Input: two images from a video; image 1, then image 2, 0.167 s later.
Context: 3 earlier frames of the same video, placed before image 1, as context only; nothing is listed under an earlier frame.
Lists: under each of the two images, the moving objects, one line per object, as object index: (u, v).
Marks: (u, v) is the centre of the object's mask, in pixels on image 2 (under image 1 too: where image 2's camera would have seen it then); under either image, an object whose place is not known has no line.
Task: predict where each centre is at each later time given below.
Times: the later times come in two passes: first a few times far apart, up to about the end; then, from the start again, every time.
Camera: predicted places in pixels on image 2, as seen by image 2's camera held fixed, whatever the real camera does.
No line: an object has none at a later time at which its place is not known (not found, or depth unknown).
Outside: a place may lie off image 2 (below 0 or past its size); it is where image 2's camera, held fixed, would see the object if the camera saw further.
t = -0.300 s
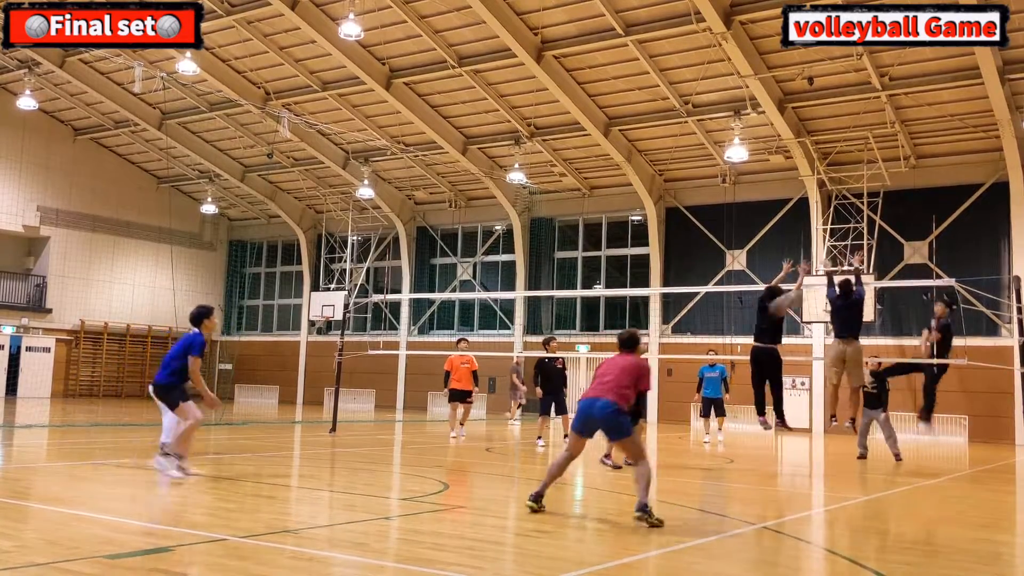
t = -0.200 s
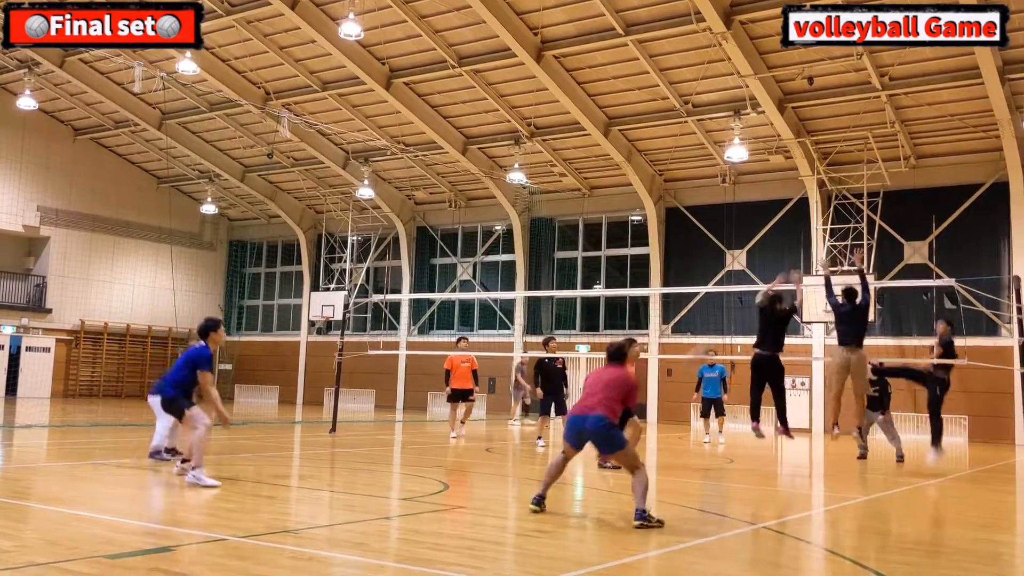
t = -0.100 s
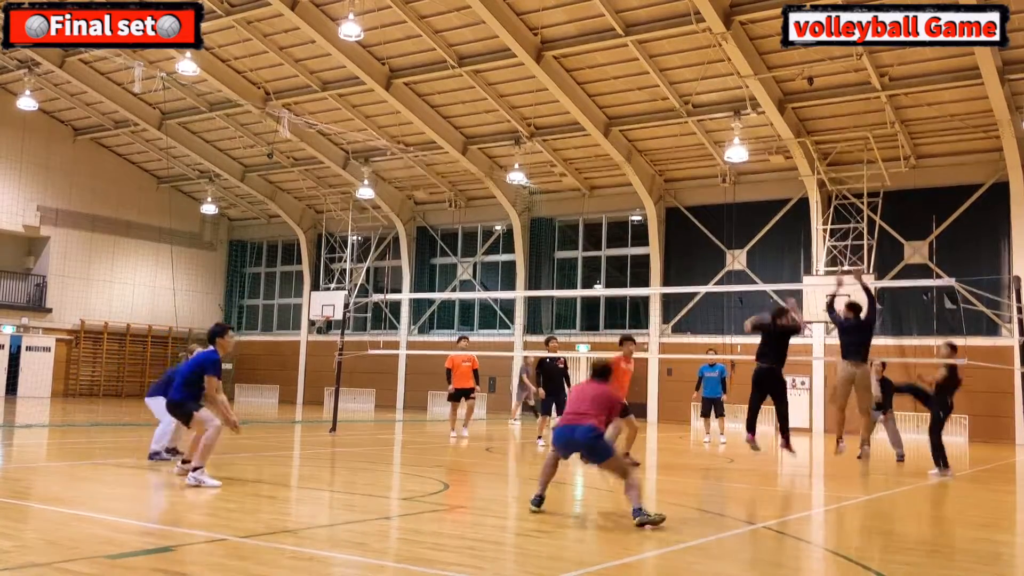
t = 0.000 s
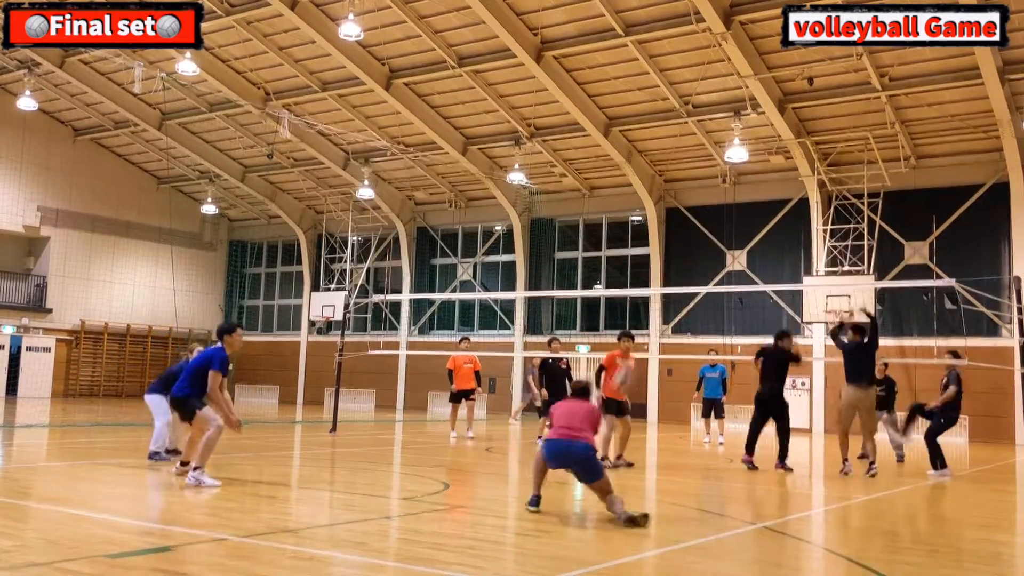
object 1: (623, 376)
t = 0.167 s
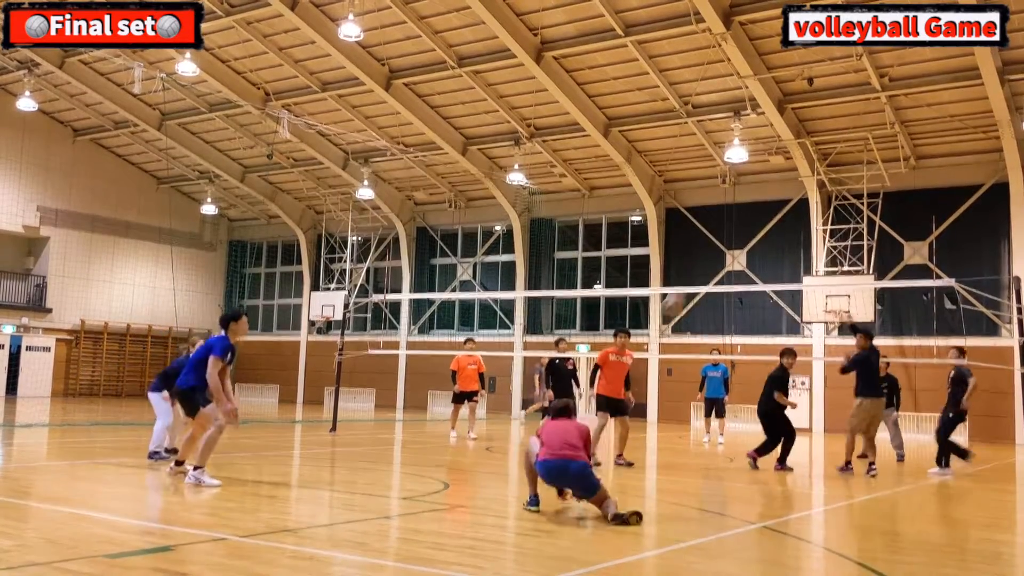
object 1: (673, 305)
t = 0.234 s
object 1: (690, 283)
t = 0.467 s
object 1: (734, 259)
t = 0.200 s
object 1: (681, 294)
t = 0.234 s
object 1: (690, 283)
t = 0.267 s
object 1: (697, 277)
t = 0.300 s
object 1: (704, 273)
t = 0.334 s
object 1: (710, 268)
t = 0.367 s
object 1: (716, 264)
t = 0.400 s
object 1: (722, 262)
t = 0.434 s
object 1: (727, 260)
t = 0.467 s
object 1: (734, 259)
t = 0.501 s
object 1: (741, 259)
